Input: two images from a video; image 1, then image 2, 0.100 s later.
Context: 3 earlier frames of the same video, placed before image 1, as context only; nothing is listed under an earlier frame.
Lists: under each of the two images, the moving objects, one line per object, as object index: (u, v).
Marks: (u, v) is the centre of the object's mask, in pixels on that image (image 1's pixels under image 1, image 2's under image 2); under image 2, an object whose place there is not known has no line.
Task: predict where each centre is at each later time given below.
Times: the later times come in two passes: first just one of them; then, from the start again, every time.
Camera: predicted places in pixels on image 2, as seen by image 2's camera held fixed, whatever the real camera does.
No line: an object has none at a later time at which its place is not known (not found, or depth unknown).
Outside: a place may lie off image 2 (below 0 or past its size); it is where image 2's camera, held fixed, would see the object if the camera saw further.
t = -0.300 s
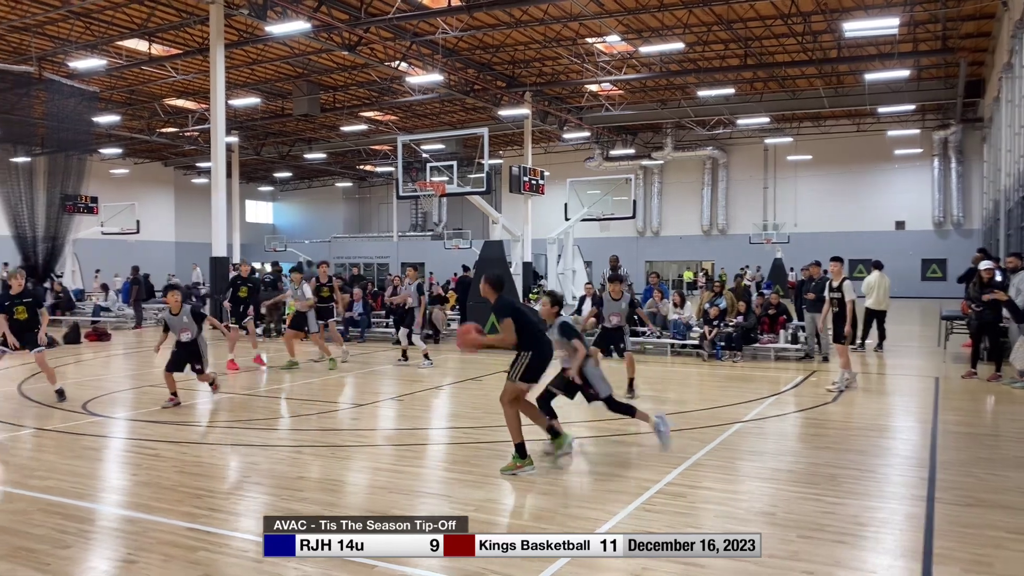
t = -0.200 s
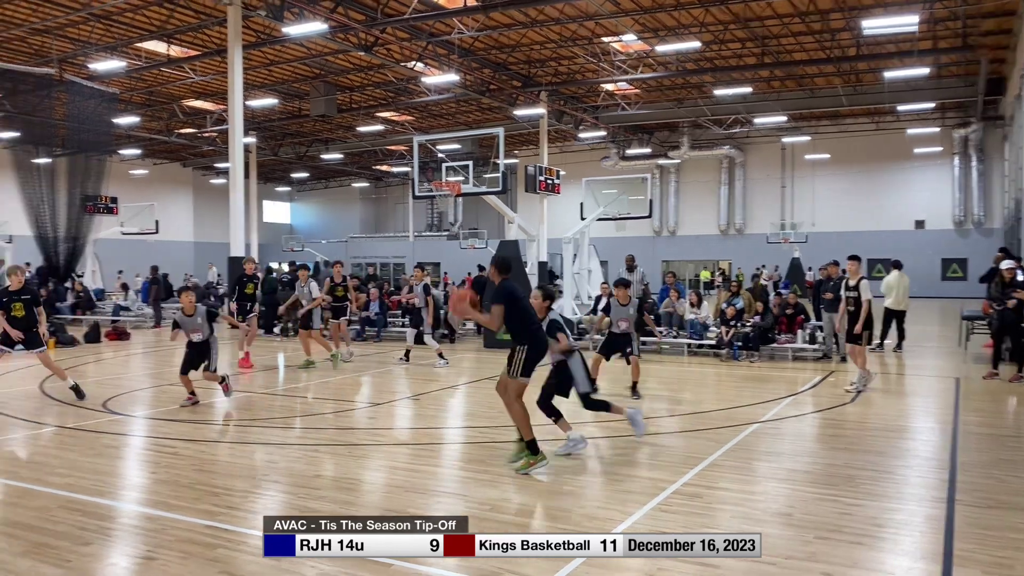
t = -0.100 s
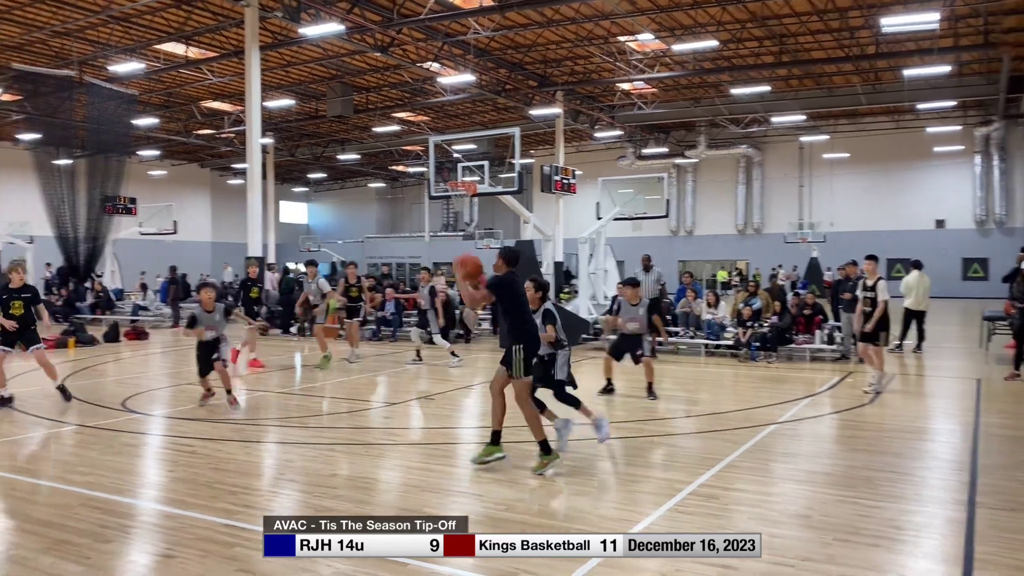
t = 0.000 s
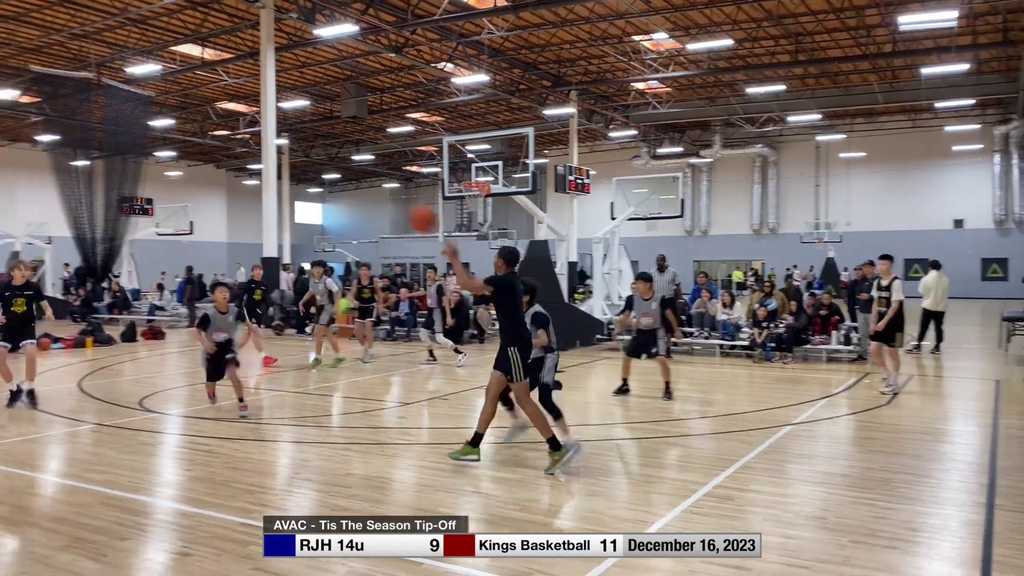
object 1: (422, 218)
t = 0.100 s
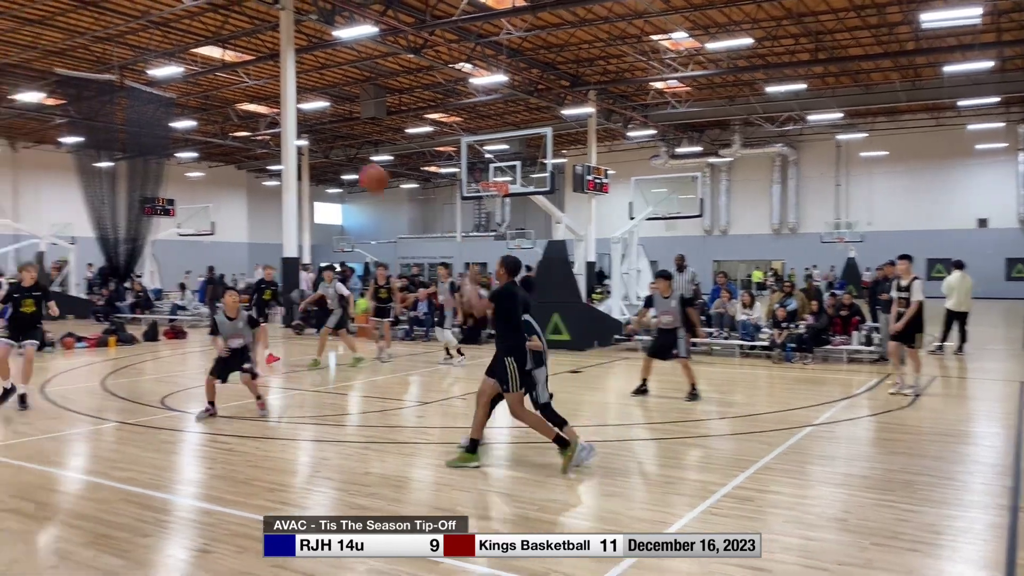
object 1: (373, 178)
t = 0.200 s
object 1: (312, 153)
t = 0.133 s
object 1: (353, 169)
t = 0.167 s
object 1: (333, 160)
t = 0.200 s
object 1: (312, 153)
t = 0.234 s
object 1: (291, 146)
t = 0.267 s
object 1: (272, 142)
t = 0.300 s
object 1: (255, 139)
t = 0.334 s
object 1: (236, 136)
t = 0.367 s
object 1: (218, 136)
